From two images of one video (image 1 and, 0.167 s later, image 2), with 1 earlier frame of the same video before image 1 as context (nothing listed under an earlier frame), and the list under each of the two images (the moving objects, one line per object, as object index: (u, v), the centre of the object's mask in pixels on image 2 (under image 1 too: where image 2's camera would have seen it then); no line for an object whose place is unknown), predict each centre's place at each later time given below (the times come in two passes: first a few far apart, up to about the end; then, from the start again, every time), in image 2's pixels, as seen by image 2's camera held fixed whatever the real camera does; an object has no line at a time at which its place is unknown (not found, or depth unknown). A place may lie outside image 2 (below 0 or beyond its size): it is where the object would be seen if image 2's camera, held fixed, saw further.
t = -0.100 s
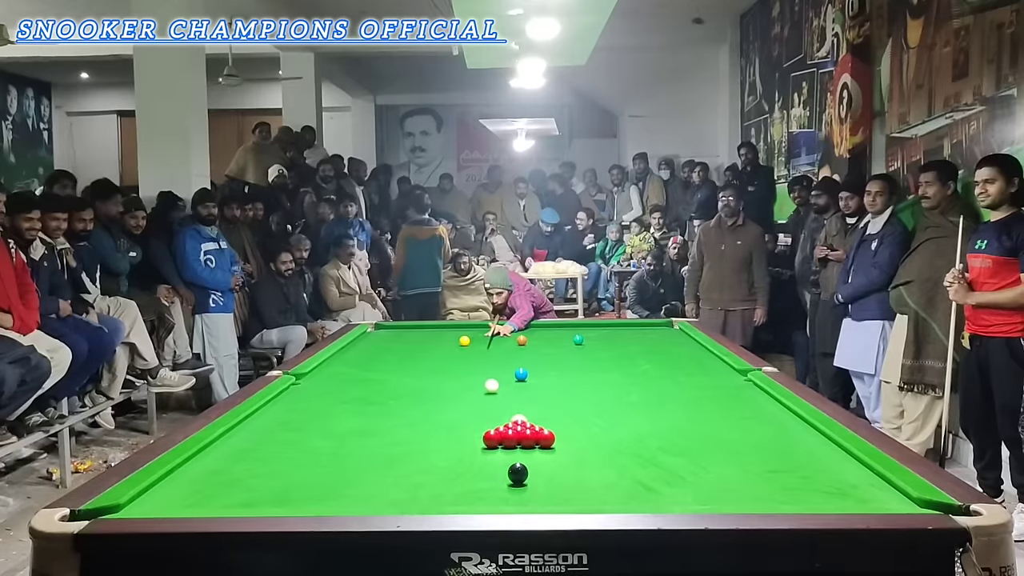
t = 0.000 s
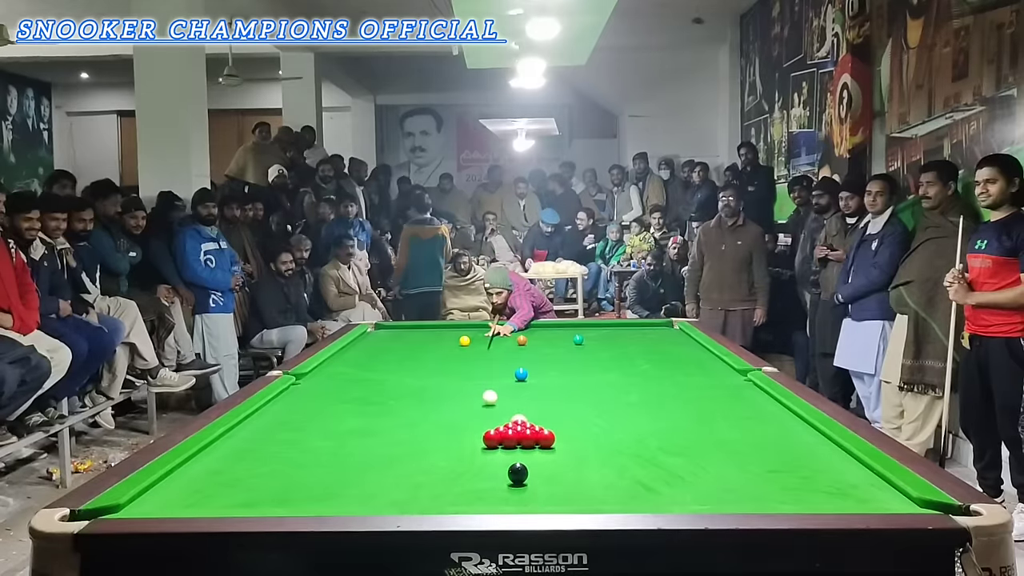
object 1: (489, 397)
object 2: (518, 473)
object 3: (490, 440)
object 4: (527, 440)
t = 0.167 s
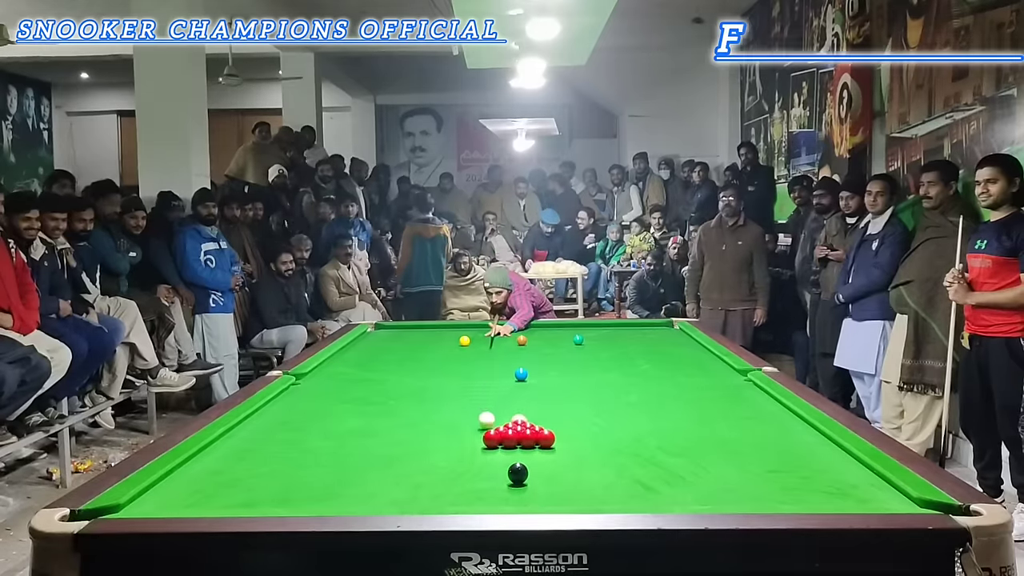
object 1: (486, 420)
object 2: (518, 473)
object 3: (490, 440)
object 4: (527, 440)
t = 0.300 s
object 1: (461, 440)
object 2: (518, 473)
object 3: (492, 443)
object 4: (531, 441)
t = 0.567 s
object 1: (339, 476)
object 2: (518, 473)
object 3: (498, 457)
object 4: (551, 445)
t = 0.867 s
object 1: (183, 497)
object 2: (526, 475)
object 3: (495, 474)
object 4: (573, 451)
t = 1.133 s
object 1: (245, 468)
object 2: (547, 480)
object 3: (476, 484)
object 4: (591, 456)
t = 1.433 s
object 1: (358, 441)
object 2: (568, 485)
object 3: (456, 496)
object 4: (608, 461)
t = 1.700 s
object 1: (437, 422)
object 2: (584, 488)
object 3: (438, 501)
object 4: (622, 464)
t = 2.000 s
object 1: (510, 405)
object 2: (599, 492)
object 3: (427, 501)
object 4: (633, 468)
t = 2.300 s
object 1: (570, 391)
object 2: (611, 494)
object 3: (421, 498)
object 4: (642, 470)
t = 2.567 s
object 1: (615, 380)
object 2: (618, 495)
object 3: (417, 495)
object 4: (648, 472)
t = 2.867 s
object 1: (658, 370)
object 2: (622, 496)
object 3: (414, 493)
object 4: (650, 473)
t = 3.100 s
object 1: (687, 363)
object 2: (622, 496)
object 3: (413, 491)
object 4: (650, 473)
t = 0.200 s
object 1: (485, 424)
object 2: (518, 473)
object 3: (490, 440)
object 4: (527, 440)
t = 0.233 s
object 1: (483, 429)
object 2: (518, 473)
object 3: (490, 440)
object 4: (527, 440)
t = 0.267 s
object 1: (476, 436)
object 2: (518, 473)
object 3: (491, 441)
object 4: (528, 440)
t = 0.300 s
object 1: (461, 440)
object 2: (518, 473)
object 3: (492, 443)
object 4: (531, 441)
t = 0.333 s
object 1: (446, 443)
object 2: (518, 473)
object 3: (493, 445)
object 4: (533, 442)
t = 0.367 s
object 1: (432, 447)
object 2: (518, 473)
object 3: (494, 446)
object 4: (536, 443)
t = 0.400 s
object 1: (417, 452)
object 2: (518, 473)
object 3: (494, 447)
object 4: (539, 442)
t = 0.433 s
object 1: (403, 456)
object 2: (518, 473)
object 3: (495, 449)
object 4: (542, 442)
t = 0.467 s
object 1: (387, 461)
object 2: (518, 473)
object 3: (496, 451)
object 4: (544, 443)
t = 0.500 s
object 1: (372, 466)
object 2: (518, 473)
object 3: (496, 453)
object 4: (547, 443)
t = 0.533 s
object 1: (356, 471)
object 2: (518, 473)
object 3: (497, 455)
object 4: (549, 444)
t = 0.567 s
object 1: (339, 476)
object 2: (518, 473)
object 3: (498, 457)
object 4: (551, 445)
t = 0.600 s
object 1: (322, 482)
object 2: (518, 473)
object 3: (498, 459)
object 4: (554, 445)
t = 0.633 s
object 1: (304, 487)
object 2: (518, 473)
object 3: (499, 461)
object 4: (556, 446)
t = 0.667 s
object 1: (284, 493)
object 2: (518, 473)
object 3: (500, 463)
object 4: (559, 447)
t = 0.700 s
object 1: (265, 497)
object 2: (518, 473)
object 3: (500, 465)
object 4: (561, 448)
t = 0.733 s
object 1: (245, 501)
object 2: (518, 473)
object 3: (501, 467)
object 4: (564, 448)
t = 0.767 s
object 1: (224, 505)
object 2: (518, 473)
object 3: (501, 469)
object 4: (566, 449)
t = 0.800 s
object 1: (210, 502)
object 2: (521, 474)
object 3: (500, 470)
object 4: (568, 450)
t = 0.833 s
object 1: (196, 500)
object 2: (523, 474)
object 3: (497, 472)
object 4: (571, 450)
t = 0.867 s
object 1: (183, 497)
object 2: (526, 475)
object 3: (495, 474)
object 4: (573, 451)
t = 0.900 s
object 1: (169, 494)
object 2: (529, 476)
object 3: (492, 475)
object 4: (575, 451)
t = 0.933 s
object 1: (157, 491)
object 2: (532, 476)
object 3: (490, 476)
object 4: (578, 452)
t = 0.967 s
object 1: (166, 486)
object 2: (534, 477)
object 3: (488, 477)
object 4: (580, 453)
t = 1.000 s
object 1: (184, 483)
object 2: (537, 478)
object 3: (485, 479)
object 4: (582, 453)
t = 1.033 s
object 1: (201, 479)
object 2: (539, 478)
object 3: (483, 480)
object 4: (584, 454)
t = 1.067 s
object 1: (216, 475)
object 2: (542, 479)
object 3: (480, 481)
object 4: (586, 454)
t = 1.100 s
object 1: (231, 471)
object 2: (545, 479)
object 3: (478, 483)
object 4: (588, 455)
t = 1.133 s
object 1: (245, 468)
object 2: (547, 480)
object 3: (476, 484)
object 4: (591, 456)
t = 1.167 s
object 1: (260, 465)
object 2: (550, 481)
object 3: (474, 486)
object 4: (593, 456)
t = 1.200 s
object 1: (273, 462)
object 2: (552, 481)
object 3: (471, 487)
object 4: (595, 457)
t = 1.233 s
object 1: (286, 459)
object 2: (554, 482)
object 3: (469, 488)
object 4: (597, 457)
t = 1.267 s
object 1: (299, 455)
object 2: (556, 482)
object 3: (467, 490)
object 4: (599, 458)
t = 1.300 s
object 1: (311, 453)
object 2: (559, 483)
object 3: (464, 491)
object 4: (601, 458)
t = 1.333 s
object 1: (323, 450)
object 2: (561, 483)
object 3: (462, 492)
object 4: (603, 459)
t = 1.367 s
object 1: (335, 447)
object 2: (564, 484)
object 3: (460, 494)
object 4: (605, 459)
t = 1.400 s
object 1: (346, 444)
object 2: (566, 484)
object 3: (458, 495)
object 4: (606, 460)
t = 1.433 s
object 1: (358, 441)
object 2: (568, 485)
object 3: (456, 496)
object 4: (608, 461)
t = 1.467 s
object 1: (369, 439)
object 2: (570, 485)
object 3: (453, 497)
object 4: (610, 461)
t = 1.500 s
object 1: (380, 436)
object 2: (572, 486)
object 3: (451, 497)
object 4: (612, 461)
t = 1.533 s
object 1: (389, 434)
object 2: (574, 486)
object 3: (449, 498)
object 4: (614, 462)
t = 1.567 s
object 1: (400, 431)
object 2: (576, 487)
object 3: (447, 499)
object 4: (615, 462)
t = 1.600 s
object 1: (409, 429)
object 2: (578, 487)
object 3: (445, 499)
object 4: (617, 463)
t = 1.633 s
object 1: (419, 427)
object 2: (580, 487)
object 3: (442, 500)
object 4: (619, 463)
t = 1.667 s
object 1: (429, 424)
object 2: (582, 488)
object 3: (441, 501)
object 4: (620, 464)
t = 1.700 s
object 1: (437, 422)
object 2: (584, 488)
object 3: (438, 501)
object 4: (622, 464)
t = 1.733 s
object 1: (446, 420)
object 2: (586, 489)
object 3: (436, 502)
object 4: (623, 465)
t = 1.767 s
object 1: (455, 418)
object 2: (588, 489)
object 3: (434, 502)
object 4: (625, 465)
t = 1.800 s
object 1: (463, 416)
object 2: (590, 490)
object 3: (432, 503)
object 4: (626, 466)
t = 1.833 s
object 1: (471, 414)
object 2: (591, 490)
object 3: (431, 503)
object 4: (627, 466)
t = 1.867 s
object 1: (479, 413)
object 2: (593, 490)
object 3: (430, 503)
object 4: (629, 466)
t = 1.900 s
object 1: (487, 410)
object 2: (595, 490)
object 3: (429, 502)
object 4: (630, 467)
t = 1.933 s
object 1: (495, 409)
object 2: (596, 491)
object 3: (429, 502)
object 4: (631, 467)
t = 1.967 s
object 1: (503, 406)
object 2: (598, 491)
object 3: (428, 502)
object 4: (632, 467)
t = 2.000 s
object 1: (510, 405)
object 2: (599, 492)
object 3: (427, 501)
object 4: (633, 468)
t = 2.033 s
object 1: (517, 403)
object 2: (601, 492)
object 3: (427, 501)
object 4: (635, 468)
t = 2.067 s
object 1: (524, 401)
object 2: (602, 492)
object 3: (426, 501)
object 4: (636, 468)
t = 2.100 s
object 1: (532, 400)
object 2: (604, 493)
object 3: (425, 500)
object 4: (637, 469)
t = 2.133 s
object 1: (538, 398)
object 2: (605, 493)
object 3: (424, 500)
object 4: (638, 469)
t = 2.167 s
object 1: (545, 396)
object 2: (606, 493)
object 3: (424, 500)
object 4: (639, 469)
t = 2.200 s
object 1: (551, 395)
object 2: (607, 493)
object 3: (423, 499)
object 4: (640, 470)
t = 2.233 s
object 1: (558, 394)
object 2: (609, 493)
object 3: (423, 499)
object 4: (641, 470)
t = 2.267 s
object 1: (564, 392)
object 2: (610, 493)
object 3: (422, 499)
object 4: (641, 470)
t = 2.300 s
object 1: (570, 391)
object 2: (611, 494)
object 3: (421, 498)
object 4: (642, 470)
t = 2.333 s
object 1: (576, 389)
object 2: (612, 494)
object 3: (421, 498)
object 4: (643, 470)
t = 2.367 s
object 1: (582, 388)
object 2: (613, 494)
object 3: (420, 498)
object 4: (644, 471)
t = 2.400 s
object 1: (588, 386)
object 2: (614, 494)
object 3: (420, 497)
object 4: (645, 471)
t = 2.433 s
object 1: (594, 385)
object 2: (615, 494)
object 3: (419, 497)
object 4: (646, 471)
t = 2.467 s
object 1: (599, 383)
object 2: (616, 495)
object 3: (419, 497)
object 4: (646, 471)
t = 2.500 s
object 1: (604, 382)
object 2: (617, 495)
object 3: (418, 496)
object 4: (647, 471)
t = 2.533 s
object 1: (610, 381)
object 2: (617, 495)
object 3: (418, 496)
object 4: (648, 472)
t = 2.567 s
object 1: (615, 380)
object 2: (618, 495)
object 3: (417, 495)
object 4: (648, 472)
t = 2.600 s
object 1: (620, 378)
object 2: (619, 495)
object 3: (417, 495)
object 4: (649, 472)
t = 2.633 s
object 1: (625, 377)
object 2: (619, 495)
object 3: (416, 495)
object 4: (649, 472)
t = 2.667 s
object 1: (630, 376)
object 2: (620, 495)
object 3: (416, 495)
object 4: (649, 472)
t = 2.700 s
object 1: (635, 375)
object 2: (621, 495)
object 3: (416, 494)
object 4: (650, 472)
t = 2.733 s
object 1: (640, 374)
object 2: (621, 495)
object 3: (415, 494)
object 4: (650, 472)
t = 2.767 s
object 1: (644, 373)
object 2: (621, 495)
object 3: (415, 493)
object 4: (650, 472)
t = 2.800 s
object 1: (649, 371)
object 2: (622, 495)
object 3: (415, 493)
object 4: (650, 472)
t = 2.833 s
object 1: (654, 370)
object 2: (622, 495)
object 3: (414, 493)
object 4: (650, 472)
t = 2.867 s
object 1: (658, 370)
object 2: (622, 496)
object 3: (414, 493)
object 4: (650, 473)
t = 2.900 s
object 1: (663, 369)
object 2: (622, 496)
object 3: (414, 492)
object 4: (650, 473)
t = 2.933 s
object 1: (667, 367)
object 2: (622, 496)
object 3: (414, 492)
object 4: (650, 473)
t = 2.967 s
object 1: (671, 366)
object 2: (623, 496)
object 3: (414, 492)
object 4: (650, 473)
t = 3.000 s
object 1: (675, 365)
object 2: (623, 496)
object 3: (413, 491)
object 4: (650, 473)
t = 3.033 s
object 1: (679, 364)
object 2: (623, 496)
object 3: (413, 491)
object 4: (650, 473)
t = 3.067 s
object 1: (683, 364)
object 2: (622, 496)
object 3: (413, 491)
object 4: (650, 473)
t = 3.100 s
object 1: (687, 363)
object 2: (622, 496)
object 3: (413, 491)
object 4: (650, 473)
